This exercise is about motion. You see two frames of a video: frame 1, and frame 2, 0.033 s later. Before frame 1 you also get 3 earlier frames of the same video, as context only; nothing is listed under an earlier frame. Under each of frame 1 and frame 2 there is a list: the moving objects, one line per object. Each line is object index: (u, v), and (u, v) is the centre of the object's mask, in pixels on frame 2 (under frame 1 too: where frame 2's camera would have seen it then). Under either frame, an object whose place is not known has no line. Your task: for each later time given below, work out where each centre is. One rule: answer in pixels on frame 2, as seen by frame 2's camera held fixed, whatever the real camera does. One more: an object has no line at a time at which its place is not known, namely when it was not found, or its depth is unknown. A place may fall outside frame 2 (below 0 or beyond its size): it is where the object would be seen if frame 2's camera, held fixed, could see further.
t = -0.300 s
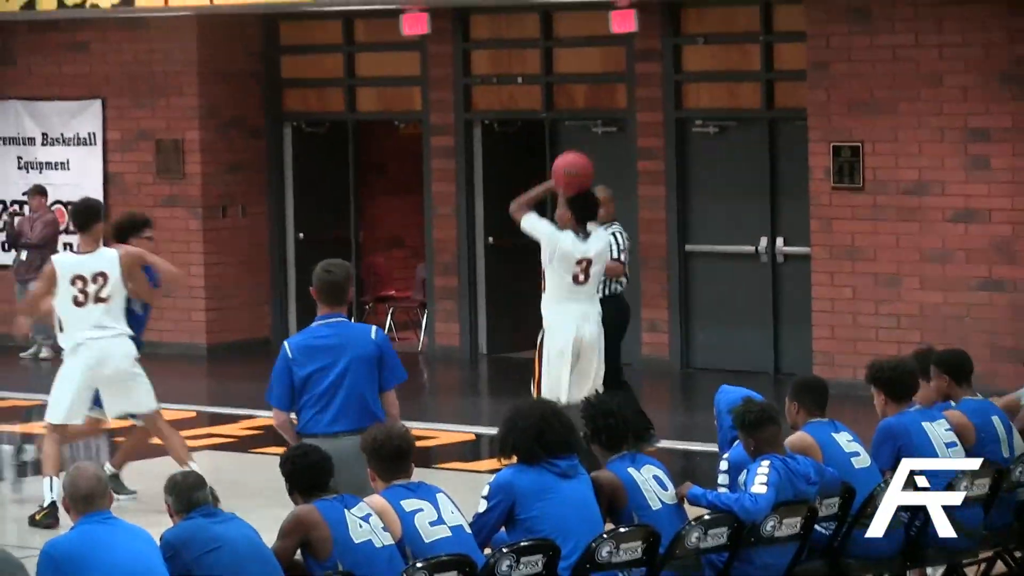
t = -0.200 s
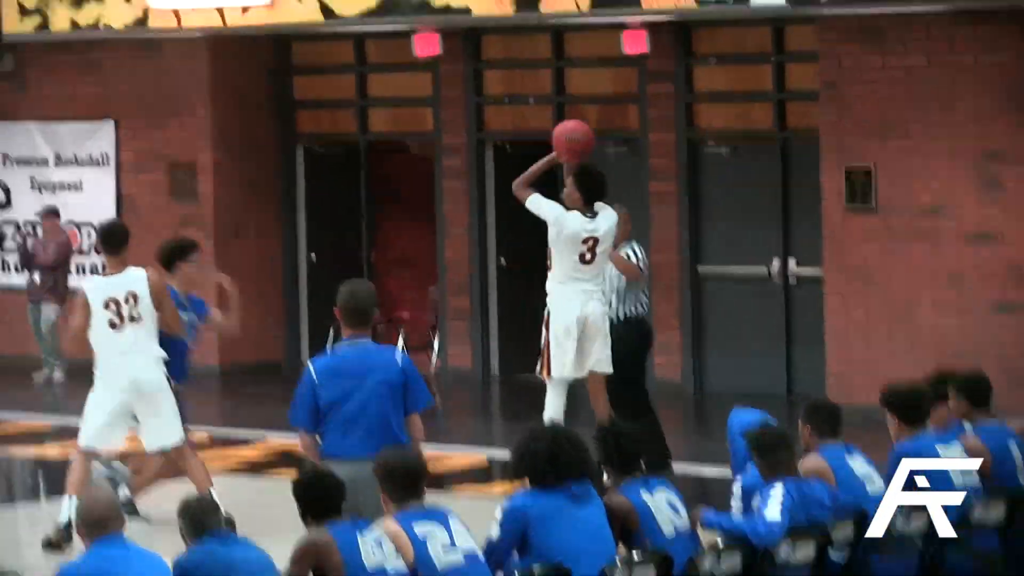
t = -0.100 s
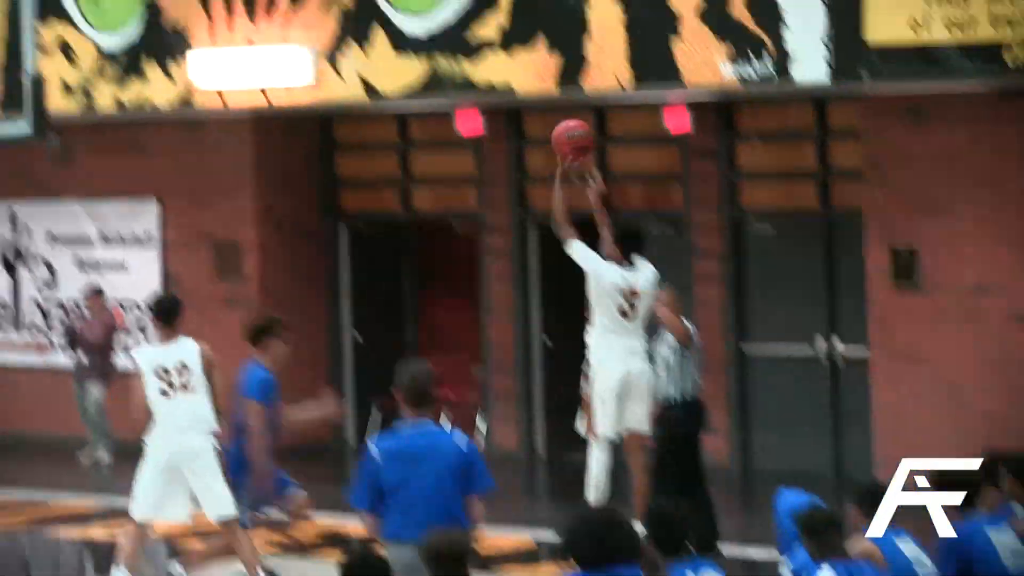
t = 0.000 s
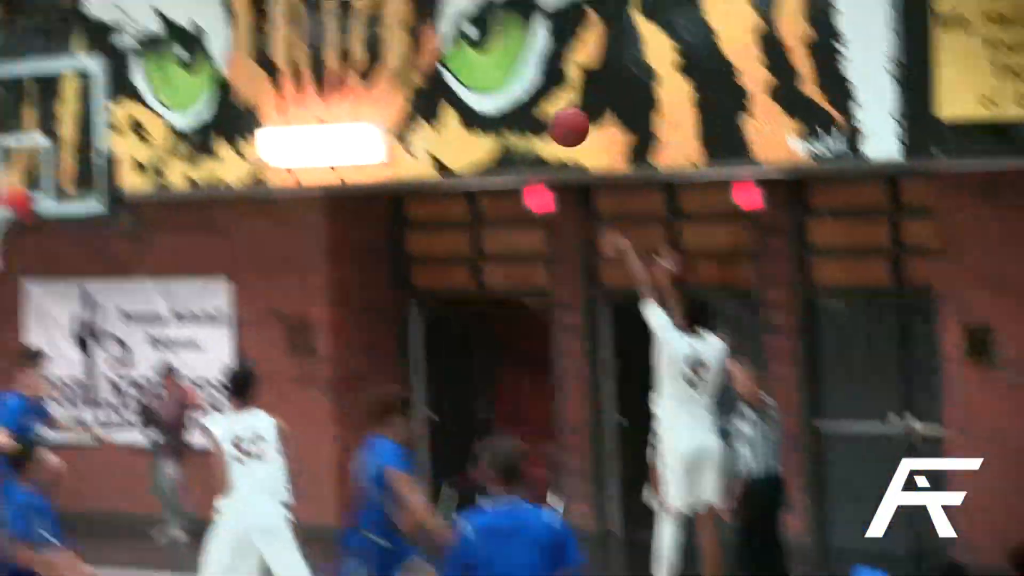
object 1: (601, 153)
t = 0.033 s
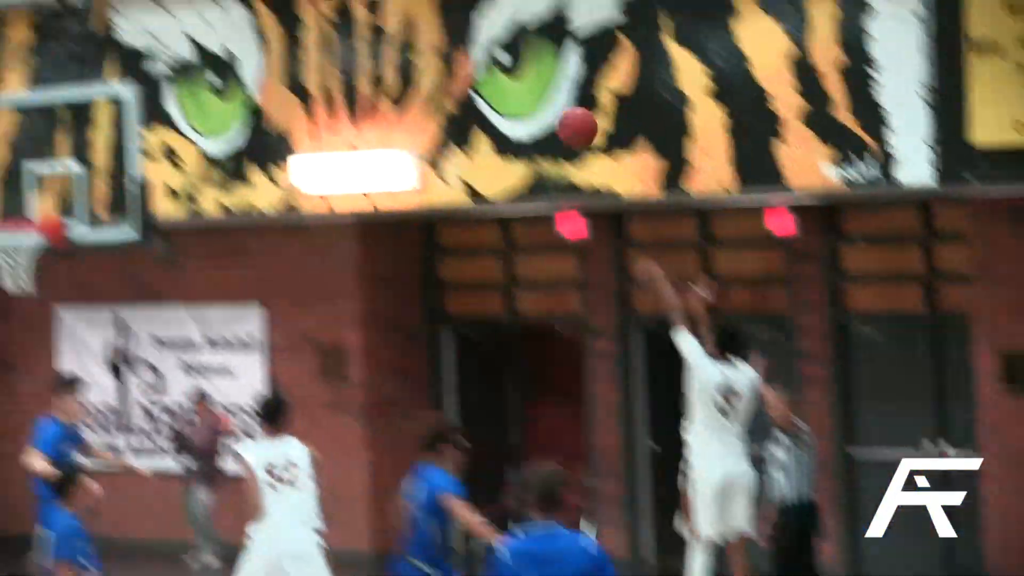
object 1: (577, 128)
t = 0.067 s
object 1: (555, 104)
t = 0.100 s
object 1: (530, 83)
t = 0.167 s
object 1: (484, 46)
